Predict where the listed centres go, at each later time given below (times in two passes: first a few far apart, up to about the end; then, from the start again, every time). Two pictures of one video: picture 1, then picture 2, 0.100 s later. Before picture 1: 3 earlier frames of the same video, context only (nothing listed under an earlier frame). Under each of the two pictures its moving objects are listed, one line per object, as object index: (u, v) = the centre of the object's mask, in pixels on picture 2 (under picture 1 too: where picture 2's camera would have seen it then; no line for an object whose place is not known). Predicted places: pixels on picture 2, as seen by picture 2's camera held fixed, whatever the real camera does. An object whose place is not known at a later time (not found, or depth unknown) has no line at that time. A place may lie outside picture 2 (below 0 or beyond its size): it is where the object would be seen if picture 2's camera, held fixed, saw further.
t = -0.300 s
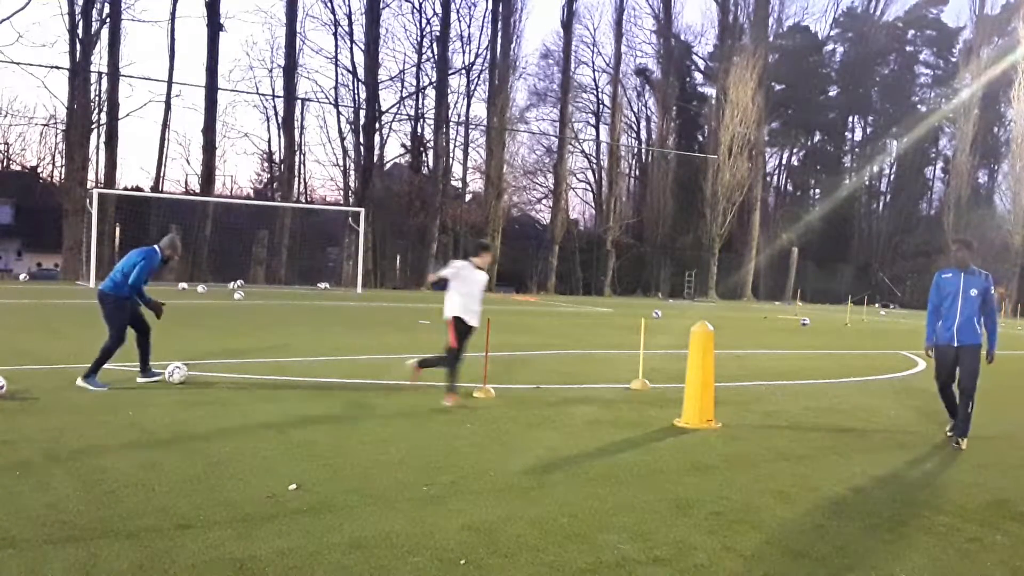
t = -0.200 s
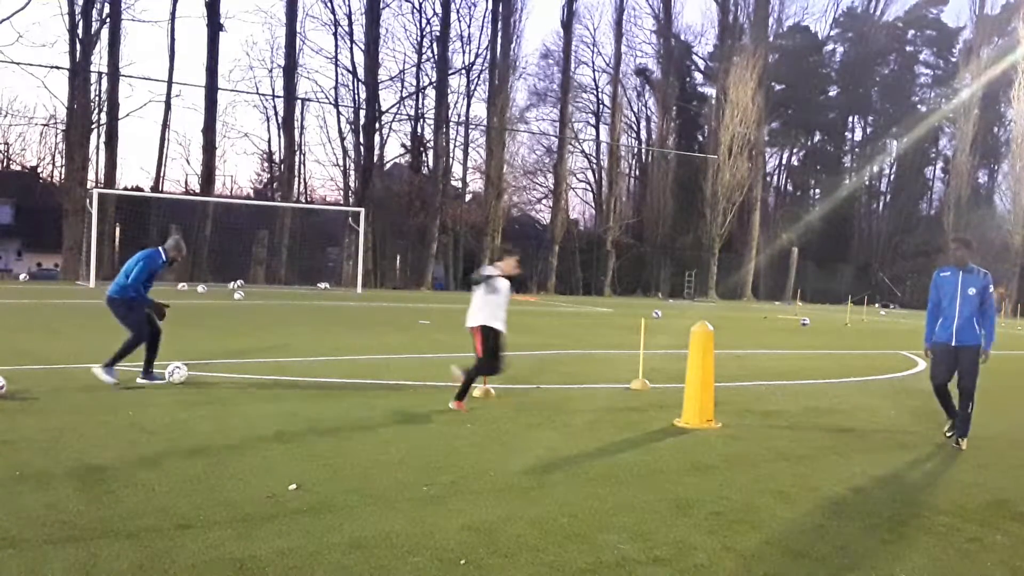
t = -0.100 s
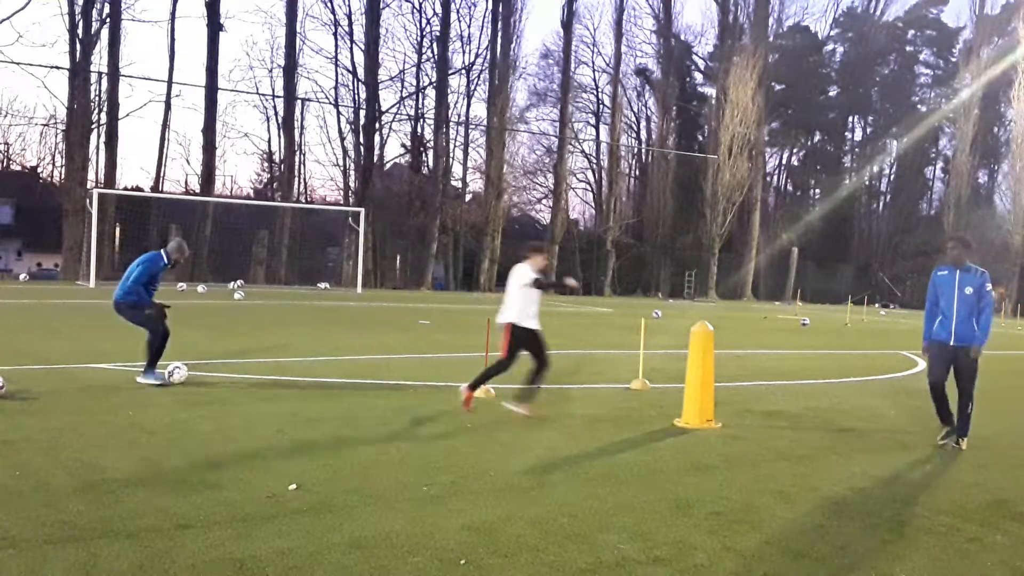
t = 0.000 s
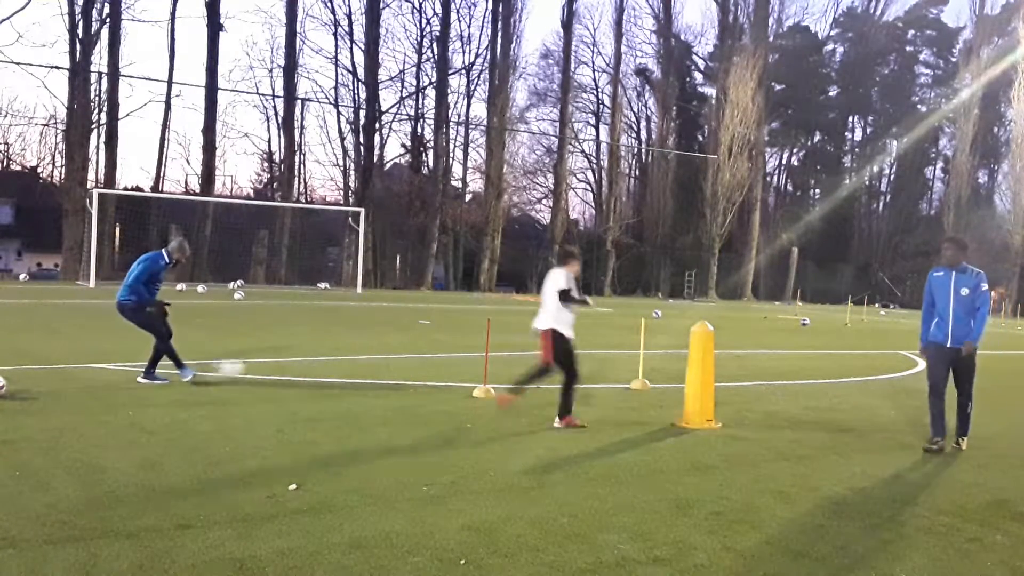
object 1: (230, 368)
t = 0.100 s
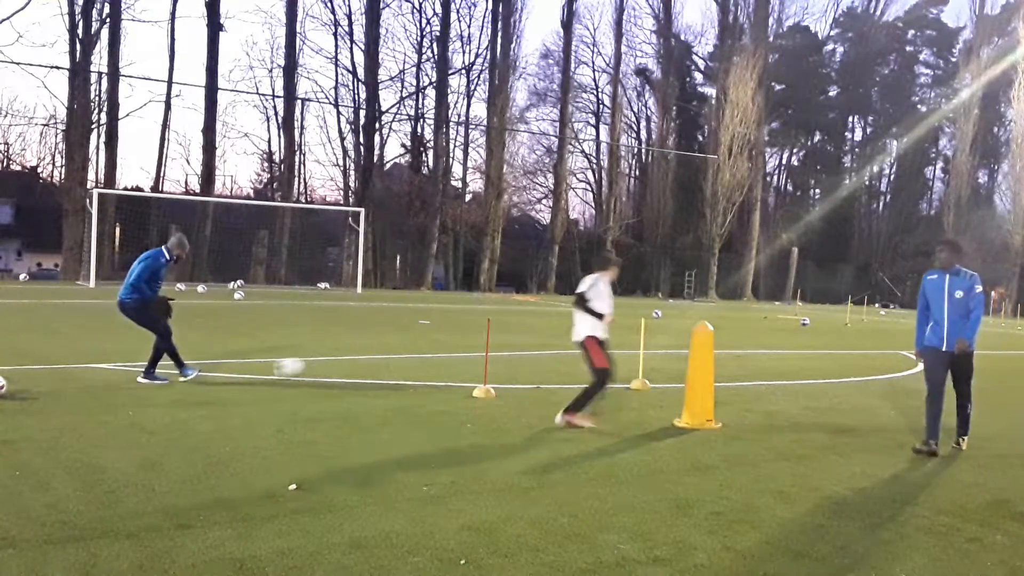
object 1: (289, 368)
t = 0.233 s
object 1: (356, 366)
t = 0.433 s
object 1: (436, 363)
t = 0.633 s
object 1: (497, 361)
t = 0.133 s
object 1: (306, 366)
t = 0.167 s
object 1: (323, 366)
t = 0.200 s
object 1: (340, 366)
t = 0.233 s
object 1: (356, 366)
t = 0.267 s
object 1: (371, 365)
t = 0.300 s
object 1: (385, 364)
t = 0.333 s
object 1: (398, 364)
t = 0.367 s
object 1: (412, 364)
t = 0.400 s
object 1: (424, 364)
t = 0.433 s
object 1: (436, 363)
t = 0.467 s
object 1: (447, 363)
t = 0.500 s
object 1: (457, 363)
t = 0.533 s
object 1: (468, 362)
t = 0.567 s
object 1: (476, 362)
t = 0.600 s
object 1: (487, 362)
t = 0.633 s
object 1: (497, 361)
